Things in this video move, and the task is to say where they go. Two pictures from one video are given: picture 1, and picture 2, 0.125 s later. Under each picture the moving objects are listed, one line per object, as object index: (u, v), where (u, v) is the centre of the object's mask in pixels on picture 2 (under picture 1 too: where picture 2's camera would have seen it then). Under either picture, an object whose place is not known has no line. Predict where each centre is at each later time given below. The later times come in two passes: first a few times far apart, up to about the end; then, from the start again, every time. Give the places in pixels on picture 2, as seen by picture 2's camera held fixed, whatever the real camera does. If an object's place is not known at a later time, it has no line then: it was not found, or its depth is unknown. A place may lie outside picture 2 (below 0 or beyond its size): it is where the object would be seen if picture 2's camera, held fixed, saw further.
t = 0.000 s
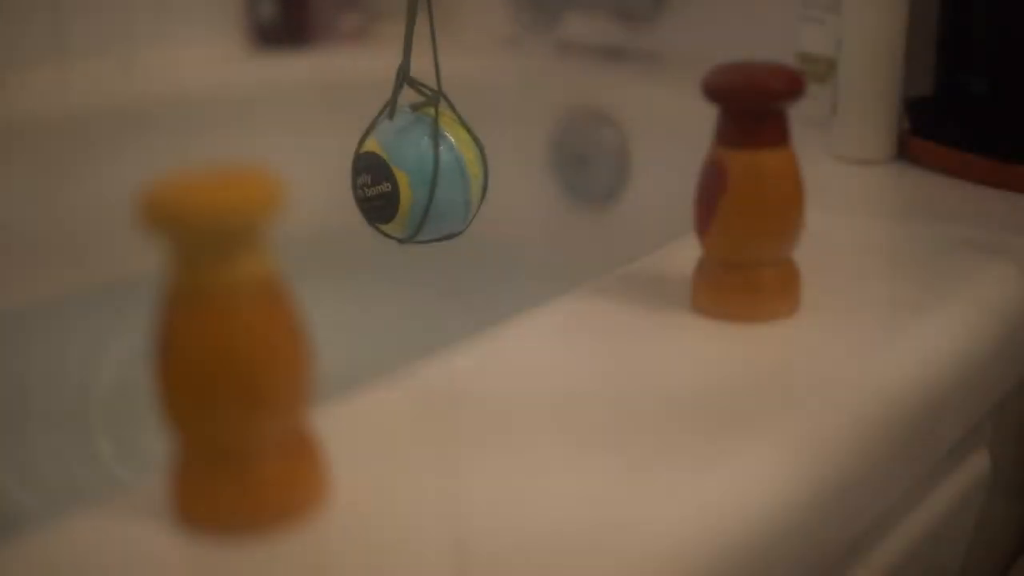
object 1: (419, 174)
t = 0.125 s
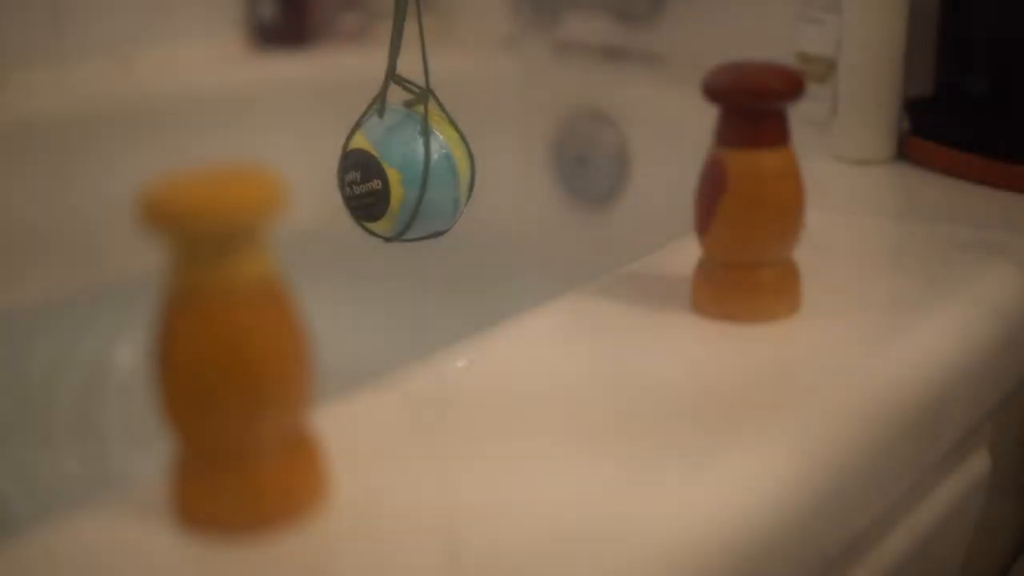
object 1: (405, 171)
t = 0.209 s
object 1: (402, 169)
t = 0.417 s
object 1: (417, 160)
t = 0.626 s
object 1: (431, 153)
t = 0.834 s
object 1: (436, 158)
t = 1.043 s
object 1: (429, 164)
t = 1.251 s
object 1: (421, 165)
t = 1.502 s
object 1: (423, 161)
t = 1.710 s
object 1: (436, 160)
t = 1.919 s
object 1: (452, 155)
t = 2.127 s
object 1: (455, 153)
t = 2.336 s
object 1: (439, 155)
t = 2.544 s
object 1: (429, 153)
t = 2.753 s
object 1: (439, 150)
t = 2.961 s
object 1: (456, 150)
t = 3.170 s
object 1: (456, 153)
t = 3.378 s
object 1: (441, 156)
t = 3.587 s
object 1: (433, 149)
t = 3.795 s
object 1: (438, 143)
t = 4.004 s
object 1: (455, 139)
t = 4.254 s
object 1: (467, 134)
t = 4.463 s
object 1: (465, 130)
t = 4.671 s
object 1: (456, 127)
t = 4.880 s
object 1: (457, 128)
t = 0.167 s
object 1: (403, 170)
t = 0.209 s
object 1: (402, 169)
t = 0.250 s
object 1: (403, 167)
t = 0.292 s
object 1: (405, 166)
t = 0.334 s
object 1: (407, 164)
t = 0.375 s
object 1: (413, 162)
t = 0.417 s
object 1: (417, 160)
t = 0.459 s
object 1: (422, 158)
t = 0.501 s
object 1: (427, 156)
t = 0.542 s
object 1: (432, 155)
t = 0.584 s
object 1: (429, 153)
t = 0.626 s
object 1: (431, 153)
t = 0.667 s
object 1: (435, 153)
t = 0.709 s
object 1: (429, 156)
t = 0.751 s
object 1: (431, 157)
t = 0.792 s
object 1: (438, 156)
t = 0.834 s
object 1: (436, 158)
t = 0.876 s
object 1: (436, 159)
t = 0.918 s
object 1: (434, 161)
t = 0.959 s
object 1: (433, 162)
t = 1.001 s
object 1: (431, 163)
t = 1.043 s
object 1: (429, 164)
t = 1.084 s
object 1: (427, 164)
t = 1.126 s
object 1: (427, 165)
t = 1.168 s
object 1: (423, 165)
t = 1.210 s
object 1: (423, 165)
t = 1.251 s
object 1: (421, 165)
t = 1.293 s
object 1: (421, 164)
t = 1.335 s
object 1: (419, 165)
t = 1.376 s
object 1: (420, 164)
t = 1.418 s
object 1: (421, 163)
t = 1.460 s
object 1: (422, 163)
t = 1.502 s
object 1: (423, 161)
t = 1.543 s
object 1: (424, 162)
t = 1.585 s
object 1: (427, 161)
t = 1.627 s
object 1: (430, 161)
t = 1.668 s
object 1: (433, 161)
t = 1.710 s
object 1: (436, 160)
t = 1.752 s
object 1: (439, 159)
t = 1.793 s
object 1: (443, 158)
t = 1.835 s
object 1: (446, 157)
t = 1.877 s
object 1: (449, 156)
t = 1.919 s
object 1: (452, 155)
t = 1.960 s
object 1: (454, 155)
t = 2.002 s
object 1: (455, 154)
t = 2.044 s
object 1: (457, 151)
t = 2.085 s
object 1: (456, 153)
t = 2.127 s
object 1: (455, 153)
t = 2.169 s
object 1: (452, 154)
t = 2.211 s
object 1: (450, 154)
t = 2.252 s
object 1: (446, 154)
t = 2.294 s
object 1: (442, 155)
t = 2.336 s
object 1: (439, 155)
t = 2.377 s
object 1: (435, 154)
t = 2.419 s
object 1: (432, 155)
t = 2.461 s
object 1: (430, 155)
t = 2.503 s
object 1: (429, 154)
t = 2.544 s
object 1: (429, 153)
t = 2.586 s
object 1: (429, 152)
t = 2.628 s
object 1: (430, 150)
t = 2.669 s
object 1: (432, 150)
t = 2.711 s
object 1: (435, 149)
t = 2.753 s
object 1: (439, 150)
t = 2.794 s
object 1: (442, 150)
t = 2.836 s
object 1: (447, 150)
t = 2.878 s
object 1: (450, 150)
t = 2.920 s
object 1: (454, 151)
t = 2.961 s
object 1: (456, 150)
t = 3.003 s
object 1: (458, 152)
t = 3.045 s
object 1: (458, 153)
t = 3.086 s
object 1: (458, 153)
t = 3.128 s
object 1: (458, 154)
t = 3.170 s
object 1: (456, 153)
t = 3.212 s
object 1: (454, 155)
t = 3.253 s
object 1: (451, 154)
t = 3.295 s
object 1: (448, 155)
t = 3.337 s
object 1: (445, 155)
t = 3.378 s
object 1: (441, 156)
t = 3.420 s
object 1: (438, 155)
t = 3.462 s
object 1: (436, 155)
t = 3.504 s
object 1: (433, 153)
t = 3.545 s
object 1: (433, 149)
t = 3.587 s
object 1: (433, 149)
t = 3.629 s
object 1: (432, 150)
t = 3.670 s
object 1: (434, 146)
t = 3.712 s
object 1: (435, 144)
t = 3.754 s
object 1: (437, 143)
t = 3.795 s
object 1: (438, 143)
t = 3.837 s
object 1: (441, 141)
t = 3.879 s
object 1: (445, 139)
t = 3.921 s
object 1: (447, 140)
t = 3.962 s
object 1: (452, 138)
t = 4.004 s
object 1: (455, 139)
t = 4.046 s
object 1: (459, 137)
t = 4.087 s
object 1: (461, 137)
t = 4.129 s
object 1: (464, 136)
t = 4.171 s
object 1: (465, 135)
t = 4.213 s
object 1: (466, 135)
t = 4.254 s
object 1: (467, 134)
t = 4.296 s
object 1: (468, 134)
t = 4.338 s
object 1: (468, 133)
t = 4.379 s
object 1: (468, 133)
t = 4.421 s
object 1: (468, 132)
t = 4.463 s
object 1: (465, 130)
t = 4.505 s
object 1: (464, 129)
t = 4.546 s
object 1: (462, 129)
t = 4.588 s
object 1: (459, 128)
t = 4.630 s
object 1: (458, 128)
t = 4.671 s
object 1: (456, 127)
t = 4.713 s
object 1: (455, 128)
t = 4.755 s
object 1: (456, 128)
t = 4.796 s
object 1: (456, 127)
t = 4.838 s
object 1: (457, 128)
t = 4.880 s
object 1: (457, 128)
